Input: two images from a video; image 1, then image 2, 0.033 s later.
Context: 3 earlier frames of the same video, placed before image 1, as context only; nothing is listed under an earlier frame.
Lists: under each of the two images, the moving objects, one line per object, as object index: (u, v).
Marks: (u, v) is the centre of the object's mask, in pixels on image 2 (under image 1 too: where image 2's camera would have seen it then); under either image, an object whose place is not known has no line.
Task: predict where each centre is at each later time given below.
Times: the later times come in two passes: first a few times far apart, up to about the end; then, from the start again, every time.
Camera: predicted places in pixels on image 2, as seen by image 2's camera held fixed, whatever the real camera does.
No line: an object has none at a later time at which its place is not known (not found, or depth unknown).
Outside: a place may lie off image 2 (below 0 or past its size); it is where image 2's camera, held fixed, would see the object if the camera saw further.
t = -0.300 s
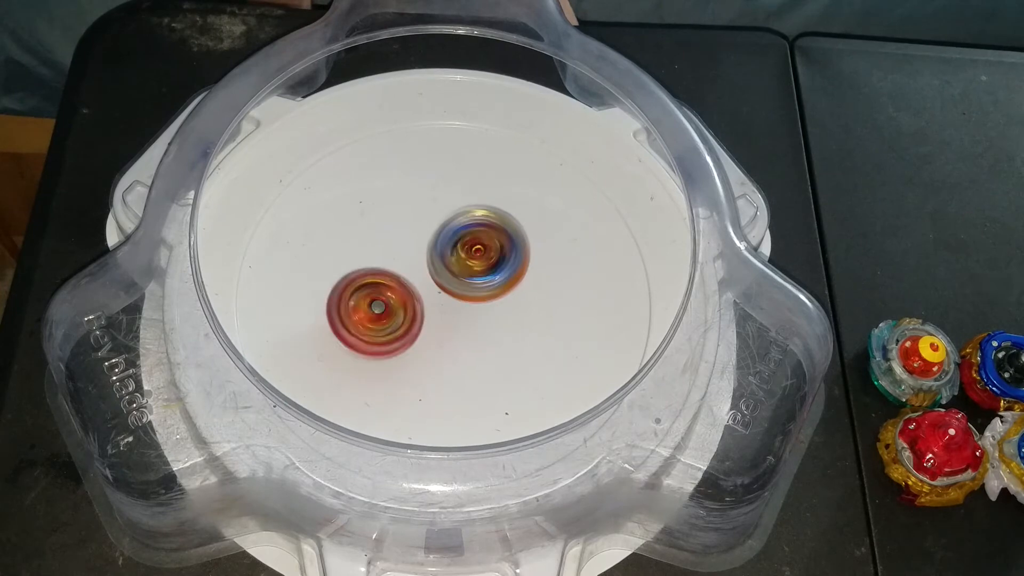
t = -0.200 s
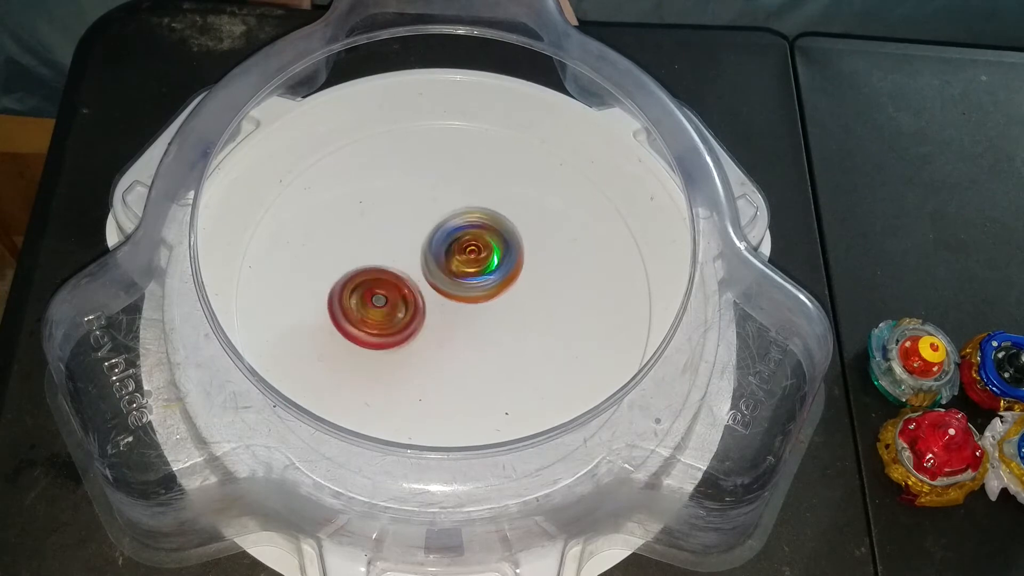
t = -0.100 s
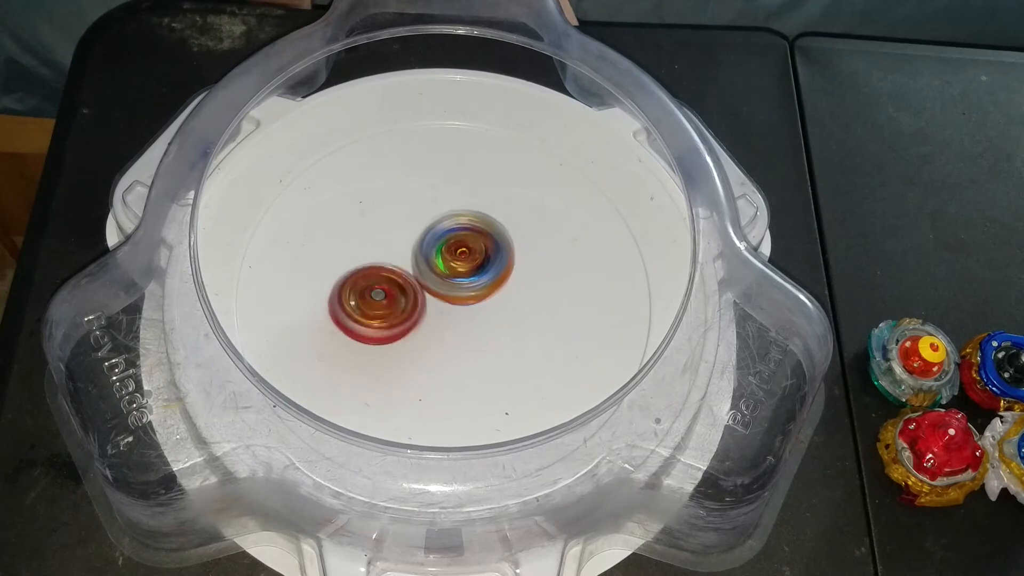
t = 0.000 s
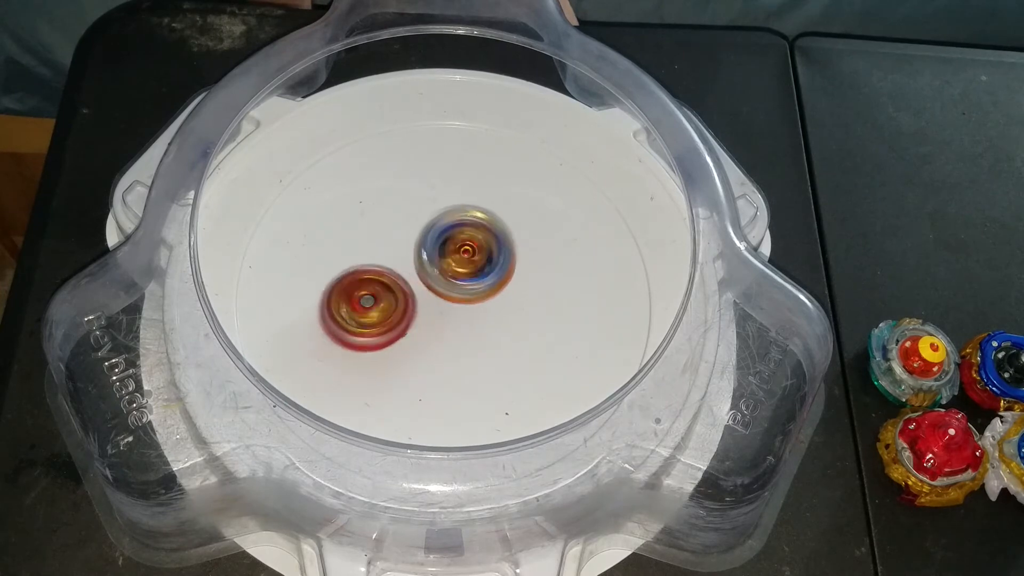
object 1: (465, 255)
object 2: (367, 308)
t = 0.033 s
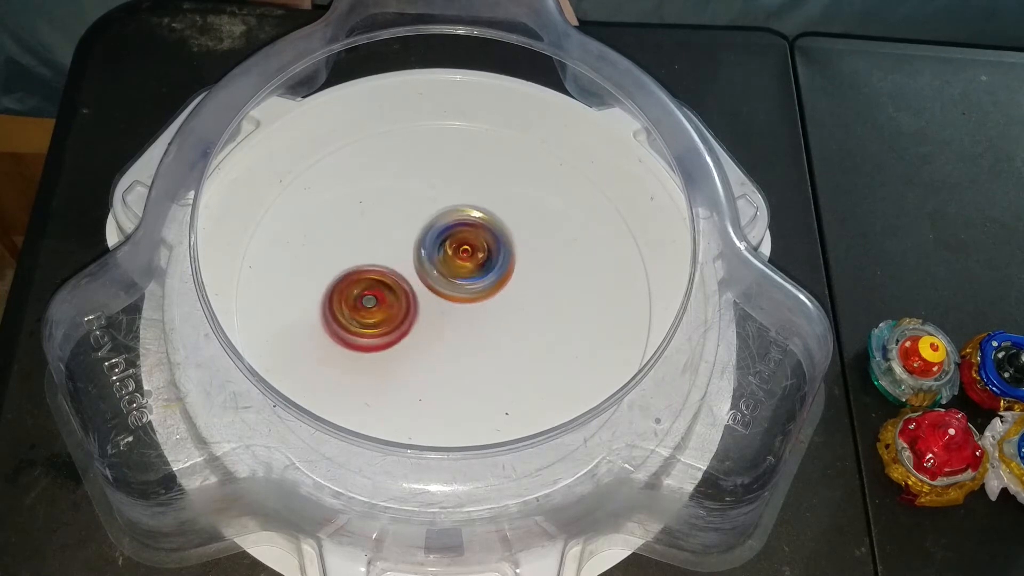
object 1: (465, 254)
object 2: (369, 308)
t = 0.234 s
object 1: (463, 255)
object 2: (374, 306)
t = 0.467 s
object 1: (474, 257)
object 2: (380, 302)
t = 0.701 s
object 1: (478, 265)
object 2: (371, 300)
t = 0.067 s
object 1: (463, 255)
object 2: (371, 307)
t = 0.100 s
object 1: (463, 254)
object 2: (373, 306)
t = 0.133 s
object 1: (462, 255)
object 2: (373, 304)
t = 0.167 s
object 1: (463, 254)
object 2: (372, 304)
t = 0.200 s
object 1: (464, 255)
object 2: (372, 305)
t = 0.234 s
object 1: (463, 255)
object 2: (374, 306)
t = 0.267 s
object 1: (464, 255)
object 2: (374, 306)
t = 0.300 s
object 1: (466, 255)
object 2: (374, 306)
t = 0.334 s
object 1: (466, 256)
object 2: (376, 306)
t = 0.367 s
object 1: (469, 254)
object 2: (376, 305)
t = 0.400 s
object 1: (473, 256)
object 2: (377, 305)
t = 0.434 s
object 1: (474, 257)
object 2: (379, 304)
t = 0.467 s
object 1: (474, 257)
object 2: (380, 302)
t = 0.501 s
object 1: (475, 257)
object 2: (381, 301)
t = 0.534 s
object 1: (476, 258)
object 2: (381, 299)
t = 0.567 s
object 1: (475, 259)
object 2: (381, 298)
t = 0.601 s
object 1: (475, 260)
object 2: (380, 298)
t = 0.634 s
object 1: (475, 262)
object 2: (379, 298)
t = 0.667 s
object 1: (475, 264)
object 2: (378, 297)
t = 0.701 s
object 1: (478, 265)
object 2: (371, 300)
